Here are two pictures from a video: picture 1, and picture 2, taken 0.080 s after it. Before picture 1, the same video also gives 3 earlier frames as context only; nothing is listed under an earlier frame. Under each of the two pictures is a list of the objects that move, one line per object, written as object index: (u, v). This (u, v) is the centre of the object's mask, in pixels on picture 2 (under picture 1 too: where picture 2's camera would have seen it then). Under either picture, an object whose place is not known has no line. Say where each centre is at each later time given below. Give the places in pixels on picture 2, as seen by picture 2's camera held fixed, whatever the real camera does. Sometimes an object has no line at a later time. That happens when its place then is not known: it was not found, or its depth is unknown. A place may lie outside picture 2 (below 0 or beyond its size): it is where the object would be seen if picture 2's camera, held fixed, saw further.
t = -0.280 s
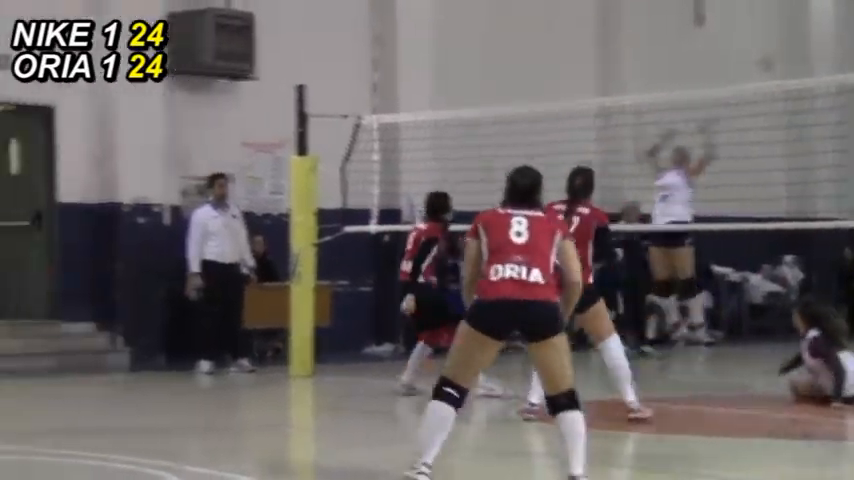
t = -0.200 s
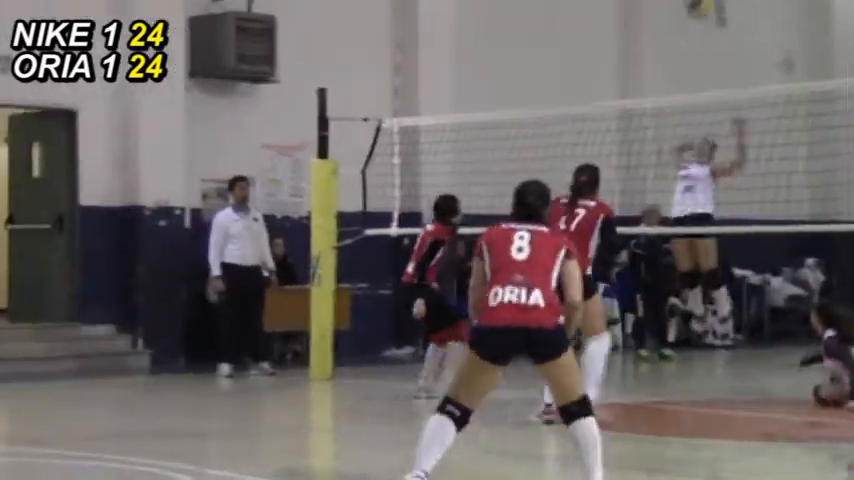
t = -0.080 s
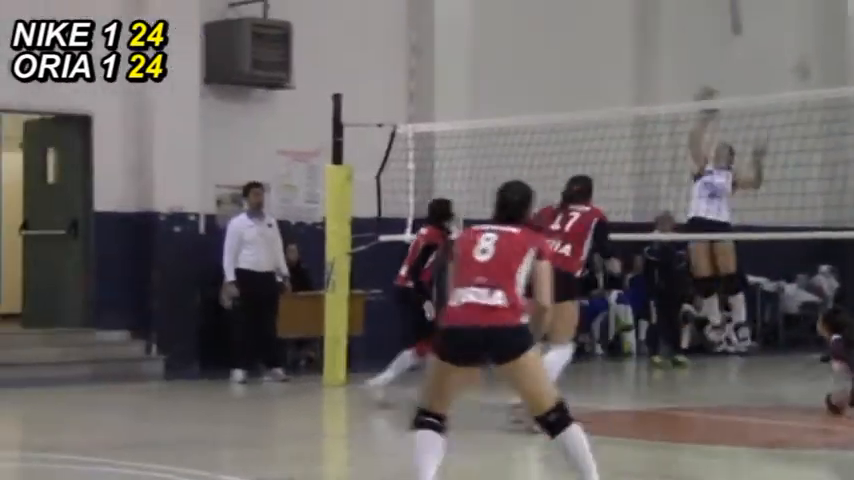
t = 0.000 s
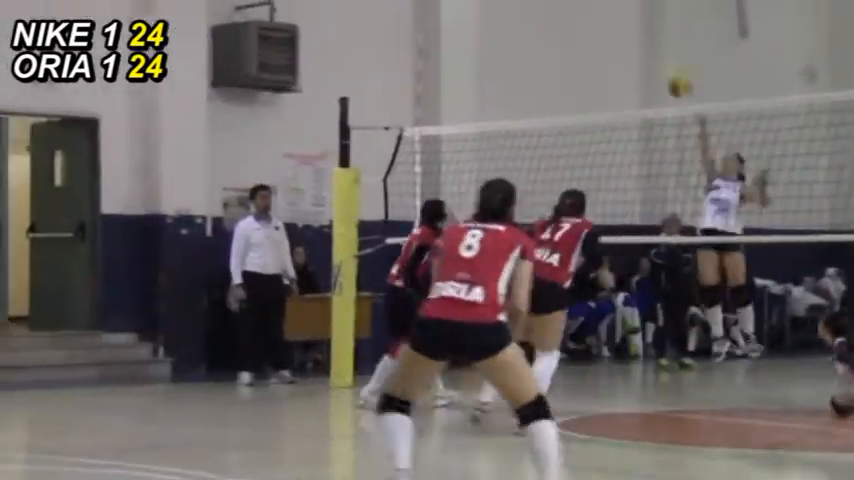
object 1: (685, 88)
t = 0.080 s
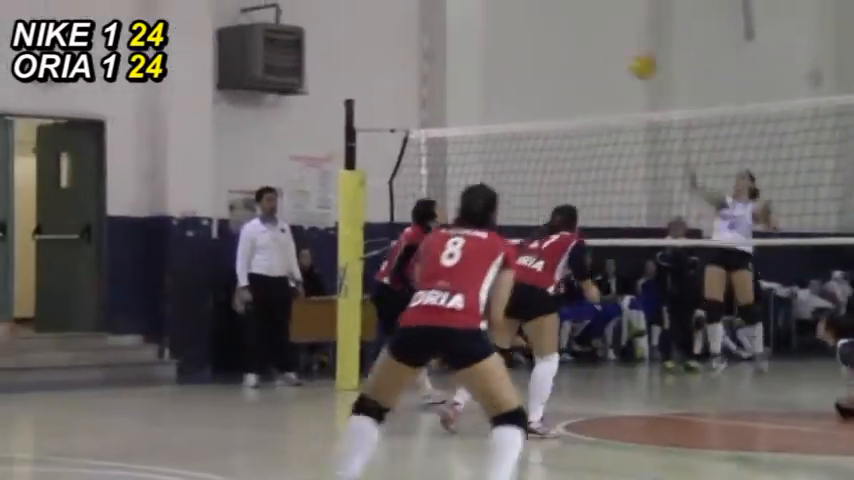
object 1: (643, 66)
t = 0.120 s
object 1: (621, 58)
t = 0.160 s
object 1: (601, 52)
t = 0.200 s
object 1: (577, 47)
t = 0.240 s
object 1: (552, 43)
